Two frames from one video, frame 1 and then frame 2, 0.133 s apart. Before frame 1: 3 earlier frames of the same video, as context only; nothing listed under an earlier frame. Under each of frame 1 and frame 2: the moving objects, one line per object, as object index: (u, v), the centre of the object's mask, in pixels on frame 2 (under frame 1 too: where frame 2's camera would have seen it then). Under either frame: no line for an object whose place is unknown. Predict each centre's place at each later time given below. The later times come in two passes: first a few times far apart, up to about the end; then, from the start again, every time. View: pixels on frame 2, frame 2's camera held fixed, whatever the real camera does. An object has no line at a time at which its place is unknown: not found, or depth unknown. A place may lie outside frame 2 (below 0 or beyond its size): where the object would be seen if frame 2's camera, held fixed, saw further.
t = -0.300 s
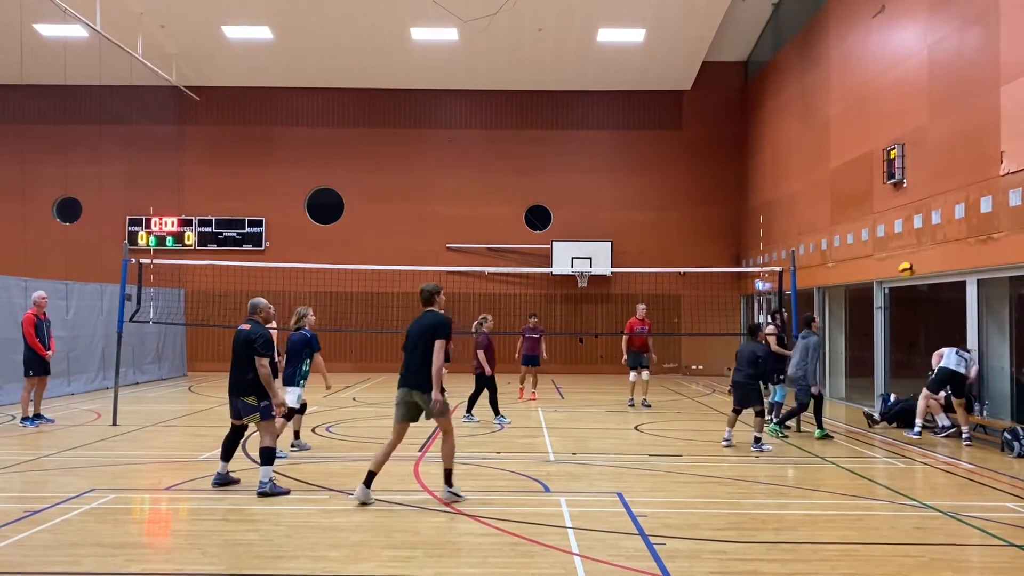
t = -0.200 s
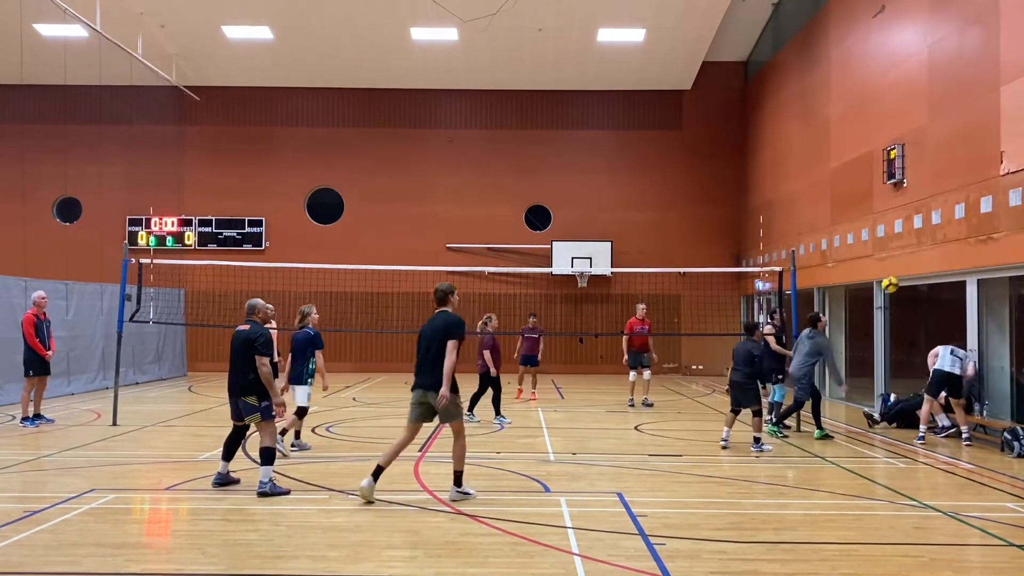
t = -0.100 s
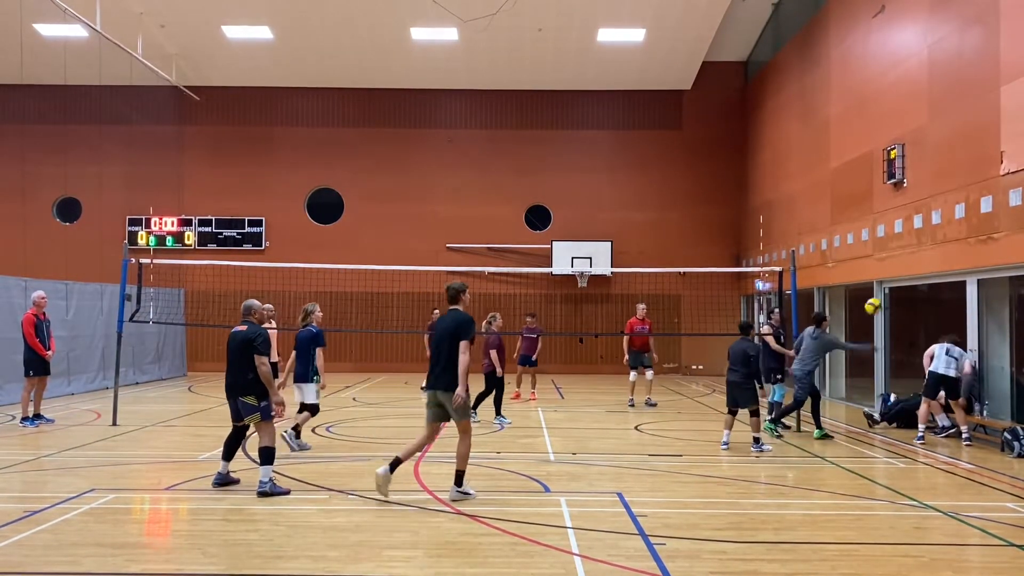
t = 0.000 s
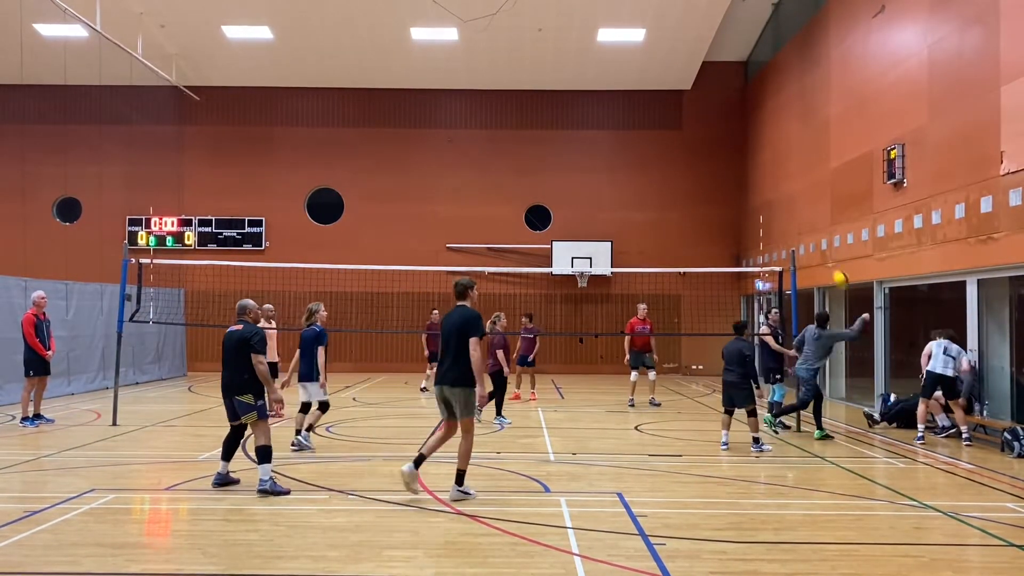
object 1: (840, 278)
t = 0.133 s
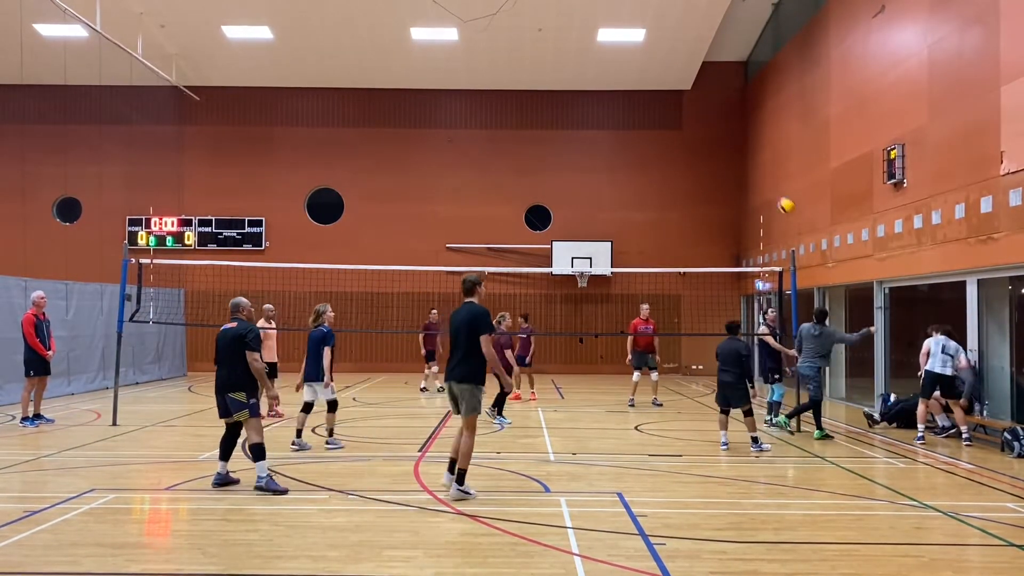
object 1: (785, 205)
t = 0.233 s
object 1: (749, 162)
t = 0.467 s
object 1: (672, 93)
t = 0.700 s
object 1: (605, 66)
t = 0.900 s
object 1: (552, 72)
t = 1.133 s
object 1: (495, 107)
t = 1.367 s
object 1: (445, 169)
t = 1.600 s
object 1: (402, 255)
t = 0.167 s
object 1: (773, 190)
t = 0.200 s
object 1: (761, 175)
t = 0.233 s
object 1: (749, 162)
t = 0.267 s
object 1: (738, 149)
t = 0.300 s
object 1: (726, 137)
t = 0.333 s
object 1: (715, 127)
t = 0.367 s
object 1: (704, 117)
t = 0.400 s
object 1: (694, 108)
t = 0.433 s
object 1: (683, 100)
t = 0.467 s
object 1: (672, 93)
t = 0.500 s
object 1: (662, 87)
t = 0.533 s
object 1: (653, 81)
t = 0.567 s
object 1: (643, 77)
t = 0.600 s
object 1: (633, 73)
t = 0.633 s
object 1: (623, 70)
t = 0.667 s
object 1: (614, 67)
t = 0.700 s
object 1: (605, 66)
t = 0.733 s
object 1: (595, 65)
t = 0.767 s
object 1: (586, 66)
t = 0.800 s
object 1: (578, 66)
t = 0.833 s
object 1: (569, 67)
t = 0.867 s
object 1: (561, 69)
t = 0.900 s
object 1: (552, 72)
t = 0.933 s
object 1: (544, 76)
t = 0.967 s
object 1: (535, 79)
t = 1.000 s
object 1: (527, 83)
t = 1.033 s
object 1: (519, 89)
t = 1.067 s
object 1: (511, 94)
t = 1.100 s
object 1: (504, 100)
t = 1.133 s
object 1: (495, 107)
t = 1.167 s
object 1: (488, 115)
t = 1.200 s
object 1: (481, 123)
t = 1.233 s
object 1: (474, 131)
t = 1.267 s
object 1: (466, 140)
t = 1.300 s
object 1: (459, 150)
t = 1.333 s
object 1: (452, 159)
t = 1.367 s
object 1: (445, 169)
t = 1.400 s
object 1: (439, 180)
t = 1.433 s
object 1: (433, 191)
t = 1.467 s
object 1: (426, 203)
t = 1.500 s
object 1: (420, 215)
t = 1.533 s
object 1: (414, 228)
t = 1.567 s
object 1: (408, 241)
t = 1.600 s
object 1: (402, 255)
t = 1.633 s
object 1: (395, 269)
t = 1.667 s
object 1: (389, 283)
